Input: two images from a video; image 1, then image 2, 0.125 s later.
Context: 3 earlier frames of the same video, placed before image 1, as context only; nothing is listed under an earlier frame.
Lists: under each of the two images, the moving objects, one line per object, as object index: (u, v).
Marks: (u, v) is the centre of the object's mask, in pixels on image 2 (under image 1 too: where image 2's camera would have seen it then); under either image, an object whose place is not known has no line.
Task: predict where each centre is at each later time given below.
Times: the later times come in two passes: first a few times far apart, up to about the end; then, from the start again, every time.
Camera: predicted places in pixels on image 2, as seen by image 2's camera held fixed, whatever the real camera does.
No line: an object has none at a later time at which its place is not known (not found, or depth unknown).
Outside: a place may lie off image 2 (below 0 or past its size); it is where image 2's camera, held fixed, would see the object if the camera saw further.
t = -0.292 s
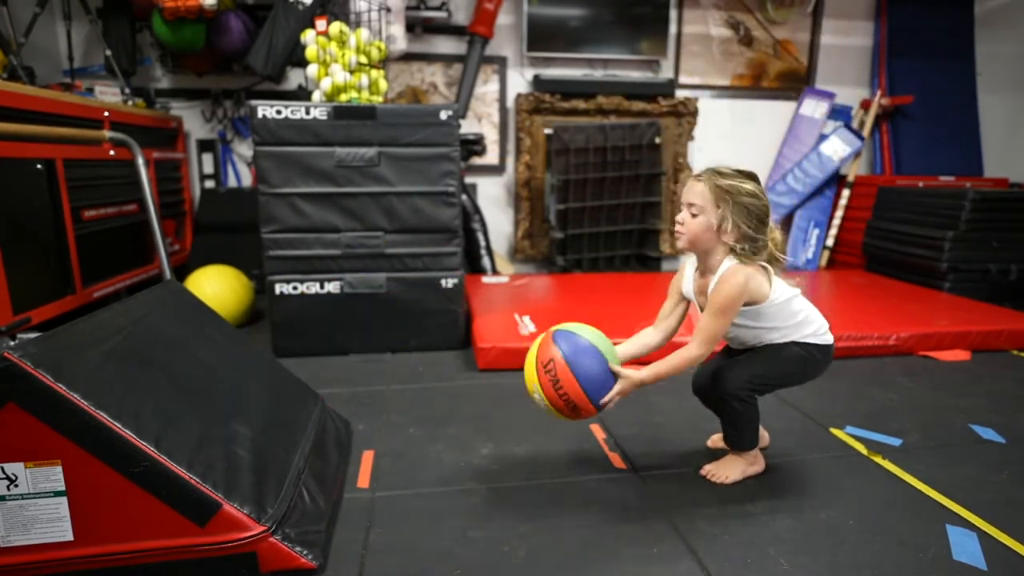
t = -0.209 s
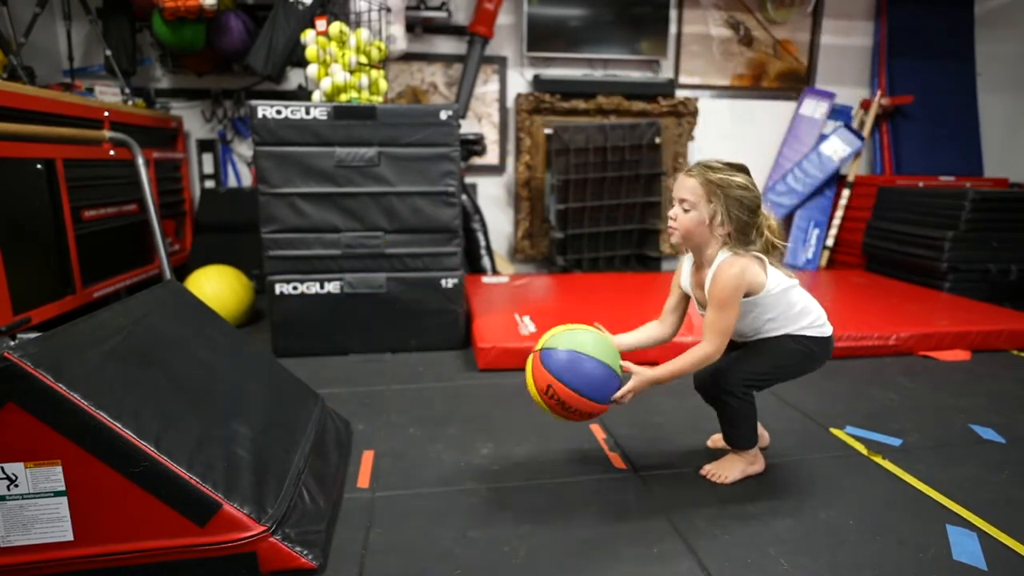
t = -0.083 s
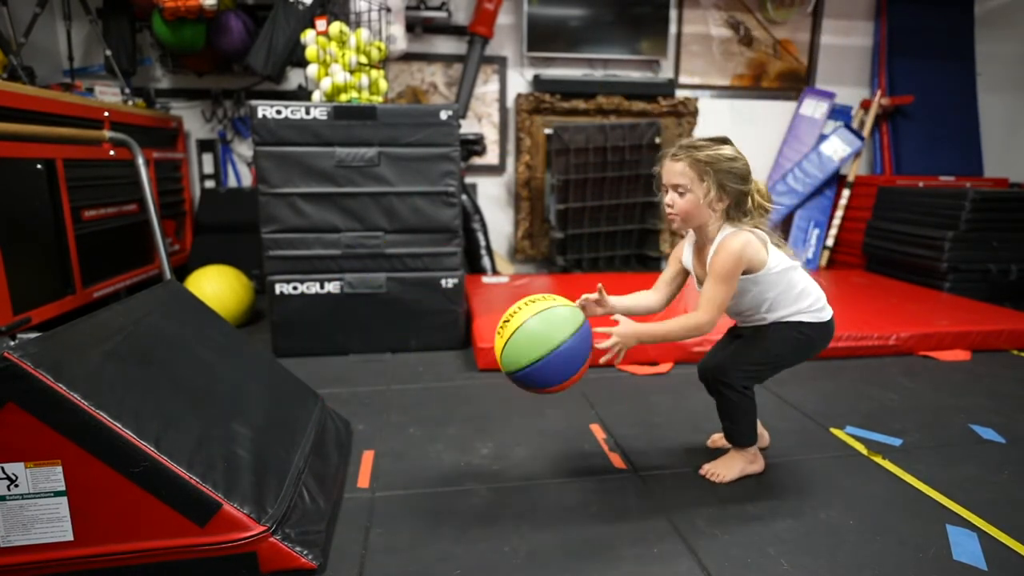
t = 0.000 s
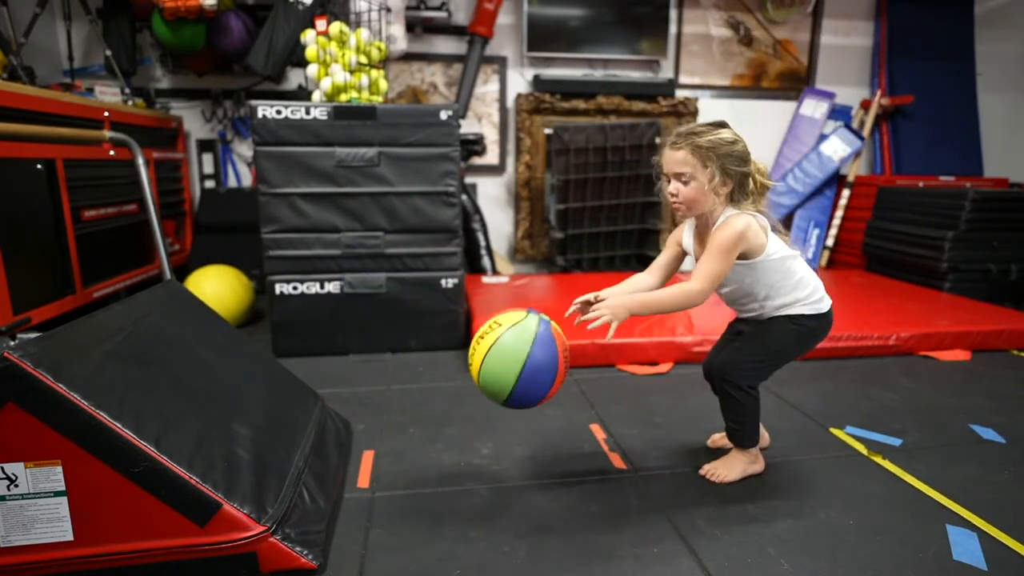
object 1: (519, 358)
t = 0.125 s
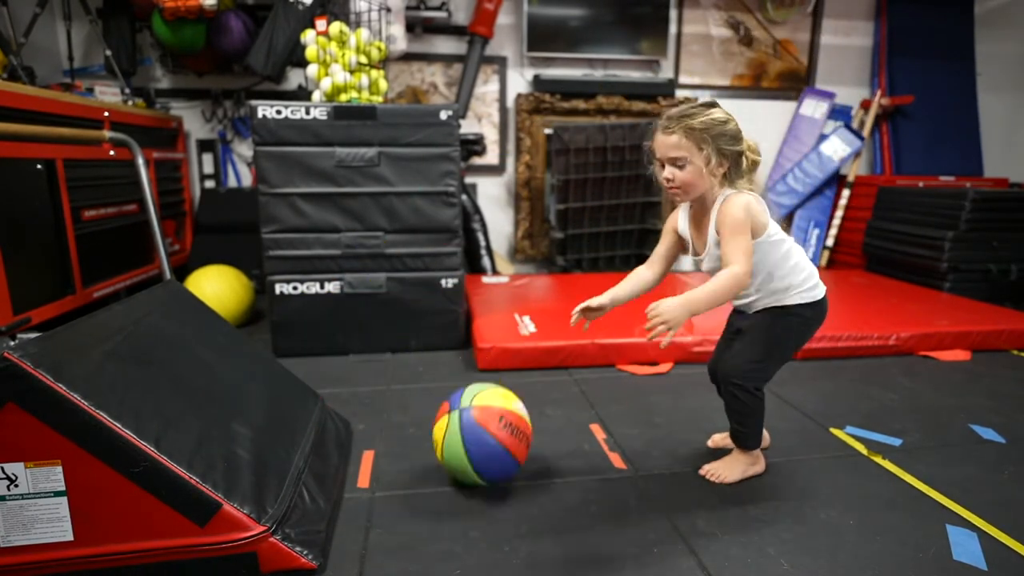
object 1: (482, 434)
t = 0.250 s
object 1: (443, 385)
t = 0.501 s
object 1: (361, 453)
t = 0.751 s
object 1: (374, 458)
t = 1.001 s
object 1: (368, 459)
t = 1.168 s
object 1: (407, 458)
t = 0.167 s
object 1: (469, 420)
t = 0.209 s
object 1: (456, 399)
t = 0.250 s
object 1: (443, 385)
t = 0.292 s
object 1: (429, 378)
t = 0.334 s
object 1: (415, 378)
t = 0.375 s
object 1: (401, 386)
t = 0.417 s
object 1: (387, 401)
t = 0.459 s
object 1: (374, 424)
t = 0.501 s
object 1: (361, 453)
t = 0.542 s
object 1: (360, 441)
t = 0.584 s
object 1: (362, 430)
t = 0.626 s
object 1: (364, 426)
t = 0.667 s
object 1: (367, 430)
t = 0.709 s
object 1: (370, 441)
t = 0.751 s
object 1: (374, 458)
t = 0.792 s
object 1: (370, 445)
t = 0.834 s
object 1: (366, 438)
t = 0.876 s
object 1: (362, 438)
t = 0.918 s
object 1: (359, 446)
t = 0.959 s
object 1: (357, 458)
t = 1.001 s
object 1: (368, 459)
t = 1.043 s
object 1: (378, 459)
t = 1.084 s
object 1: (388, 459)
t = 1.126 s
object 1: (397, 459)
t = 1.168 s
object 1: (407, 458)
